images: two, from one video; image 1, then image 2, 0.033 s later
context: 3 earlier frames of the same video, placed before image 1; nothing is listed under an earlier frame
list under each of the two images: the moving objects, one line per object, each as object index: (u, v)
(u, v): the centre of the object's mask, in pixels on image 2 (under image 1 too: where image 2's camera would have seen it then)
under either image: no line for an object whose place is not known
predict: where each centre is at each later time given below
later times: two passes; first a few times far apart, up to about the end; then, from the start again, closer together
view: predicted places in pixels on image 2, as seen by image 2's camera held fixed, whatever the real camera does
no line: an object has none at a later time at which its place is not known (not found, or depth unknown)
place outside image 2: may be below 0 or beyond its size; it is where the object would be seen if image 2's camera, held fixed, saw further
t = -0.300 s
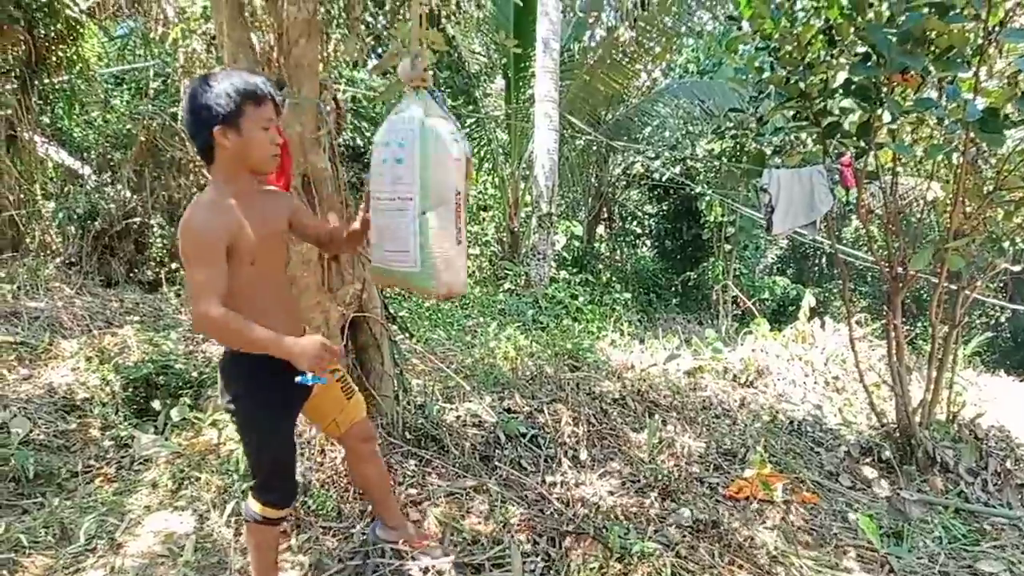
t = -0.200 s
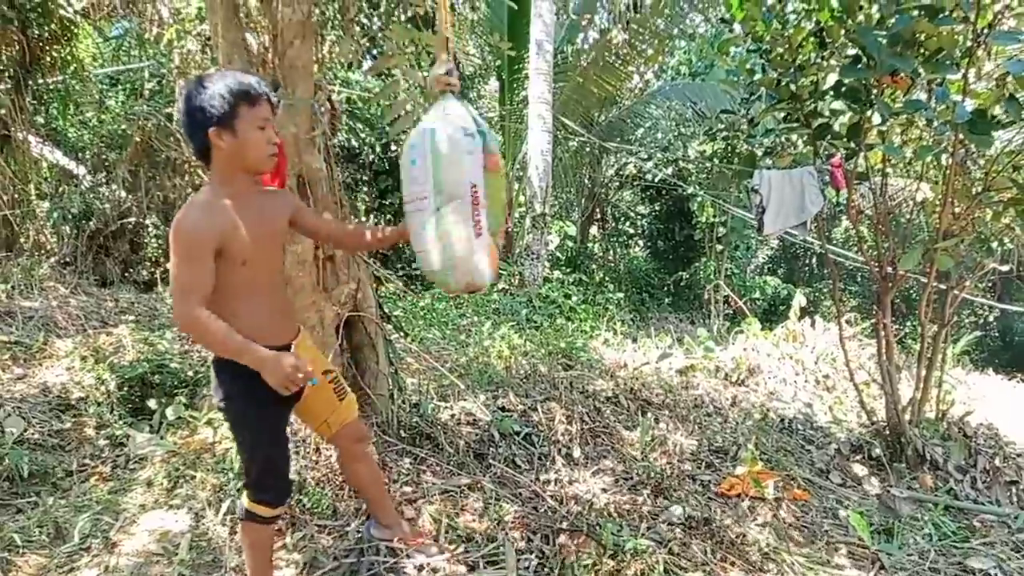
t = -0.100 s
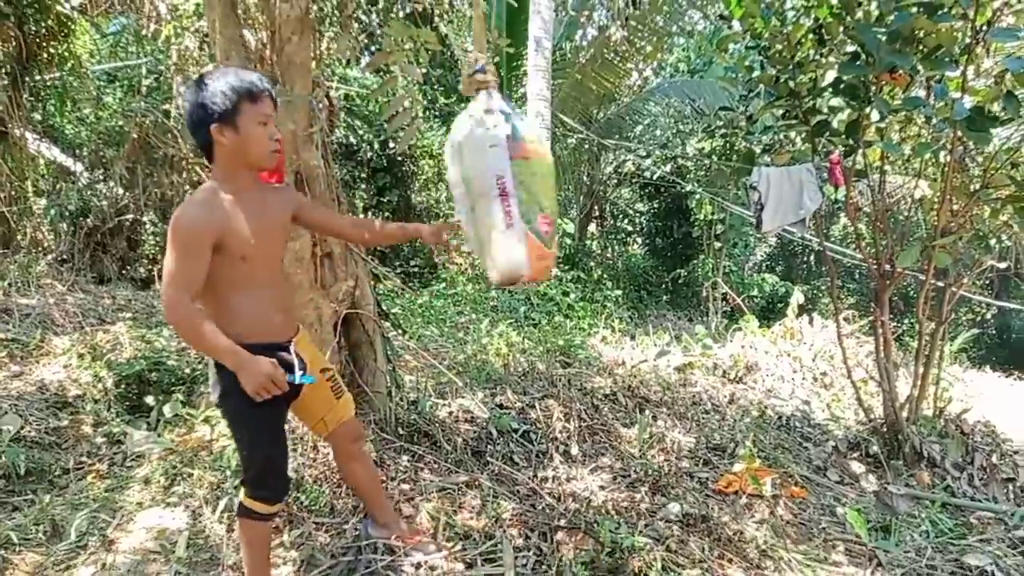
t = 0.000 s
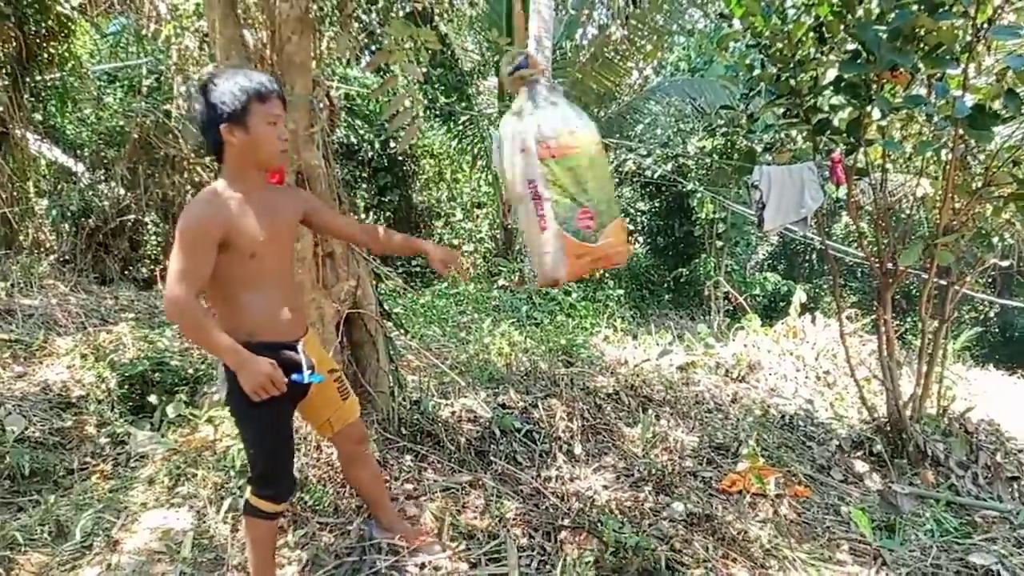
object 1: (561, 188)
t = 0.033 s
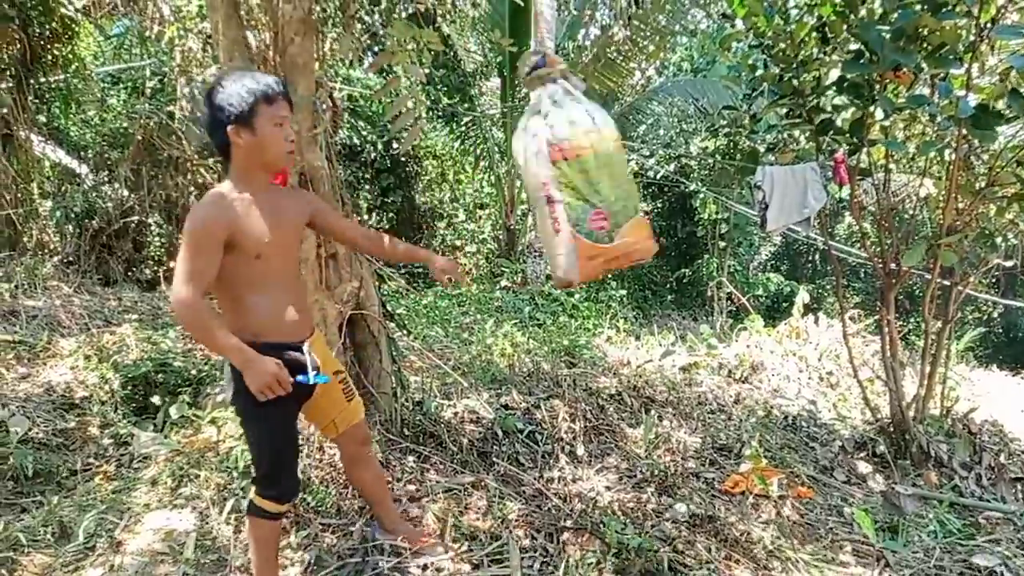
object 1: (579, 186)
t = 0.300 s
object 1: (691, 169)
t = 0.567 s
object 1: (724, 146)
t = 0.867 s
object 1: (703, 156)
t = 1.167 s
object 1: (612, 185)
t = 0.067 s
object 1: (598, 186)
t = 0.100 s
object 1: (614, 184)
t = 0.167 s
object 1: (644, 182)
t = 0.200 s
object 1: (657, 179)
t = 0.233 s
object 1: (669, 177)
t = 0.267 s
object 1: (680, 172)
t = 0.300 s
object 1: (691, 169)
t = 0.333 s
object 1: (698, 165)
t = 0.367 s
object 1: (704, 162)
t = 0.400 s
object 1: (709, 159)
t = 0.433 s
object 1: (714, 155)
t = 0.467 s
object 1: (719, 152)
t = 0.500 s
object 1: (721, 148)
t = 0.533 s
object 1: (722, 147)
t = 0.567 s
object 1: (724, 146)
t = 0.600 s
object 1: (726, 146)
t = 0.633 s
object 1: (728, 147)
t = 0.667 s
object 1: (726, 148)
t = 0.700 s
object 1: (722, 148)
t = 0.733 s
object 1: (719, 150)
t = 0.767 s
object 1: (716, 151)
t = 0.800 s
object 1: (713, 153)
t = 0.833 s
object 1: (709, 155)
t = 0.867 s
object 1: (703, 156)
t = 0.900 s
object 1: (697, 157)
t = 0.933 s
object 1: (690, 159)
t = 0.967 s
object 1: (683, 161)
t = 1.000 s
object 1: (675, 163)
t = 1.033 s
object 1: (665, 167)
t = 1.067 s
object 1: (653, 171)
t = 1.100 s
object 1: (640, 175)
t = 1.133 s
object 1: (626, 179)
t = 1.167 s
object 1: (612, 185)
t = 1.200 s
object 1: (597, 191)
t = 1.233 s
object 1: (599, 182)
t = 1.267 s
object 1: (588, 186)
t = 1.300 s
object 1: (576, 189)
